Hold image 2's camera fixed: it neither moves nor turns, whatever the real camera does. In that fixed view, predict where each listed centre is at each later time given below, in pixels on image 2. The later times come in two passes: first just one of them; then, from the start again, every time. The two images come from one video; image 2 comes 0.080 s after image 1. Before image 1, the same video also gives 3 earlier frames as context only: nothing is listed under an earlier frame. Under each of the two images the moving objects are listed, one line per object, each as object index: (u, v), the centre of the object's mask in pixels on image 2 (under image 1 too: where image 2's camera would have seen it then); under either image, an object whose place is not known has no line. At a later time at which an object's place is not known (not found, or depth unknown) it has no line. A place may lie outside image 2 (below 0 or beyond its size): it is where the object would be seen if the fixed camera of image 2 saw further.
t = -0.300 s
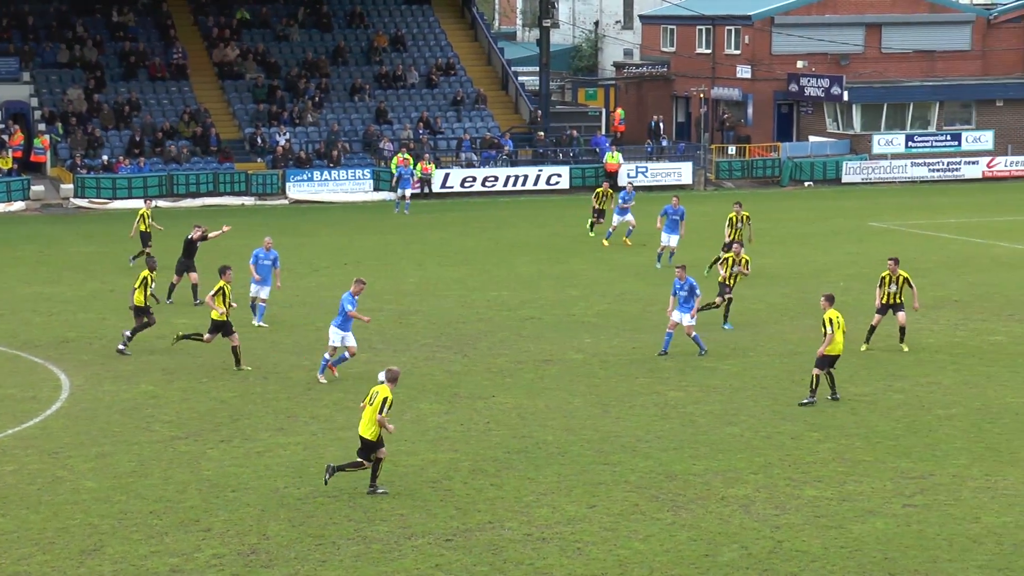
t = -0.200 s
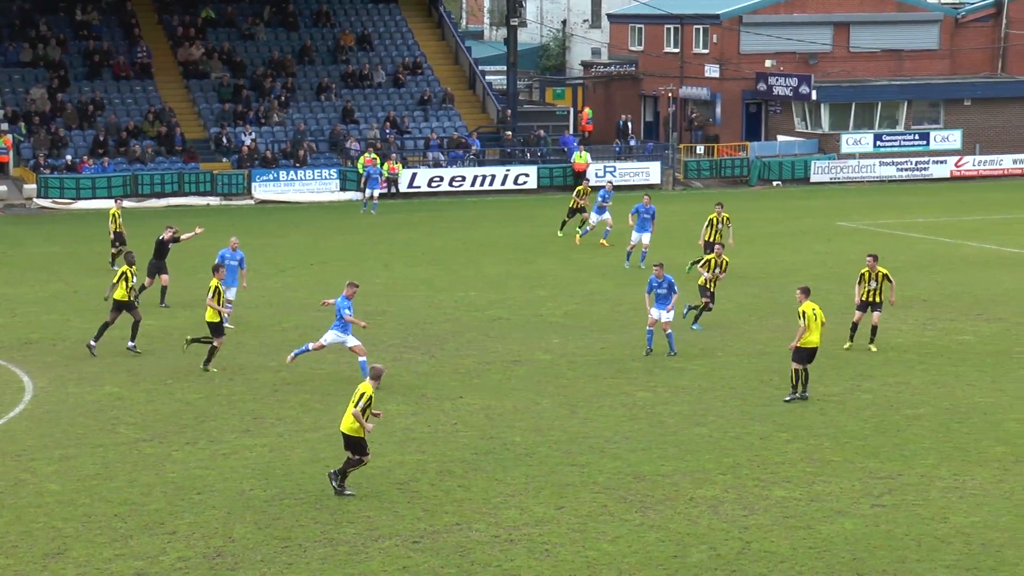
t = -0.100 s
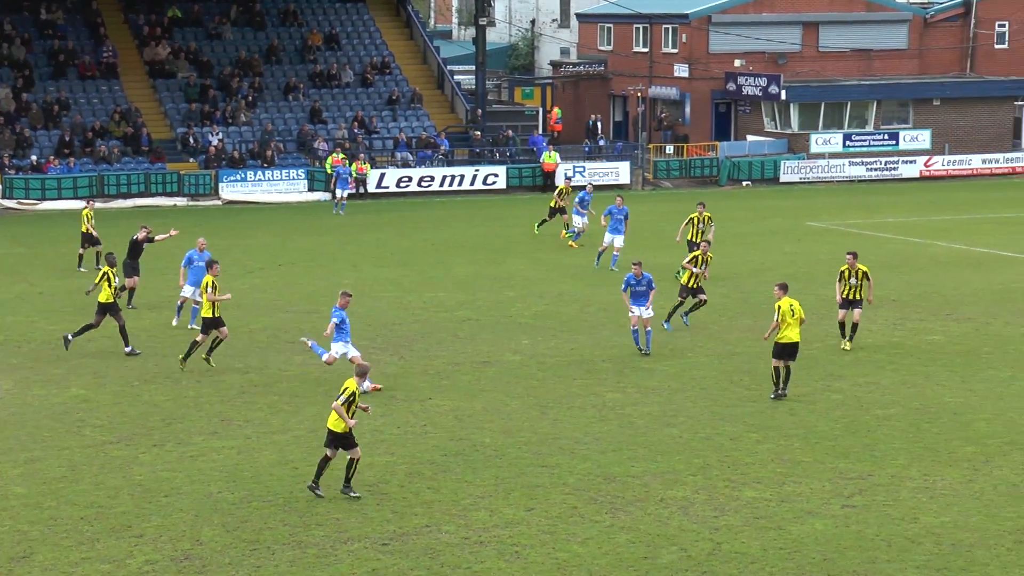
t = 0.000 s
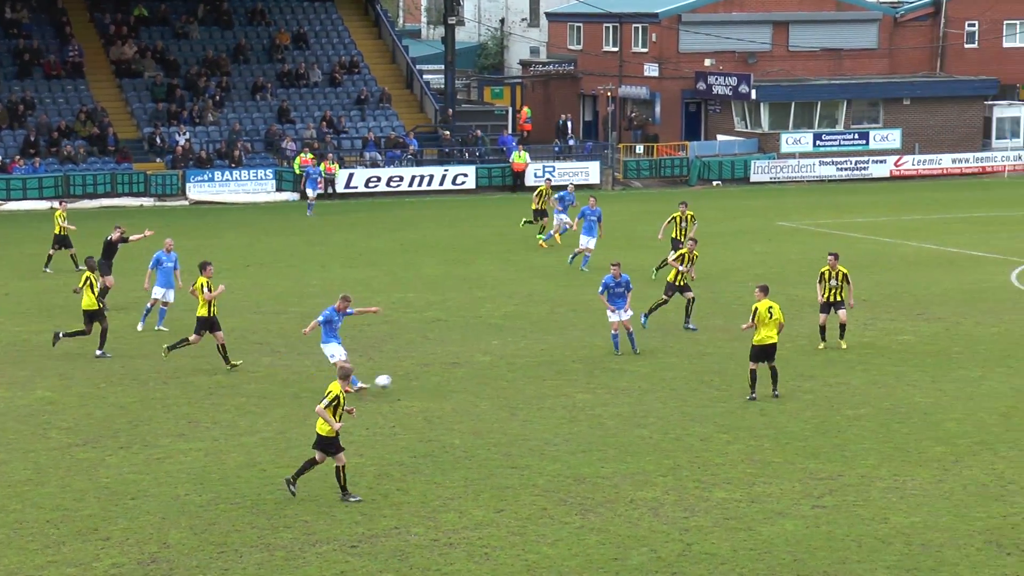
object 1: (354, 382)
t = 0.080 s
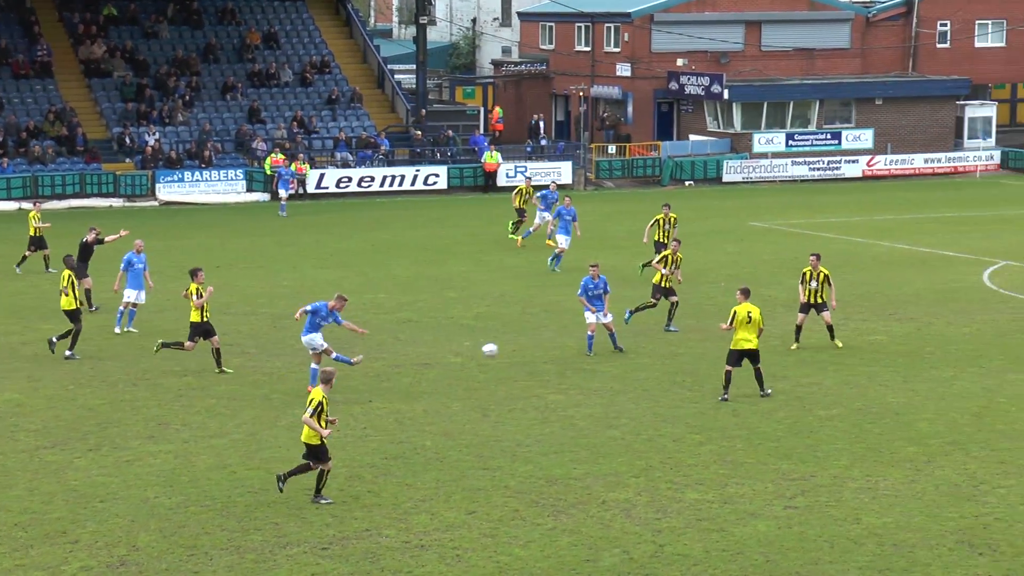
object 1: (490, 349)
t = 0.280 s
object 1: (788, 285)
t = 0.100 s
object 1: (522, 342)
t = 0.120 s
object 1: (554, 335)
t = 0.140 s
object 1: (584, 328)
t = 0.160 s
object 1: (615, 321)
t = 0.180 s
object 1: (645, 314)
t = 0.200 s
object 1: (674, 308)
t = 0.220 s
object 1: (704, 302)
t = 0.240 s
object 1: (732, 296)
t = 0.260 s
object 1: (756, 290)
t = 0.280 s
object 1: (788, 285)
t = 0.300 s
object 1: (816, 280)
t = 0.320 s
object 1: (843, 275)
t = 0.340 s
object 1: (870, 271)
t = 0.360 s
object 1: (897, 266)
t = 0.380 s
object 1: (923, 262)
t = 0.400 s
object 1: (950, 258)
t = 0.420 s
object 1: (976, 254)
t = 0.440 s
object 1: (1002, 249)
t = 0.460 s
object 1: (1027, 245)
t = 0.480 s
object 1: (1052, 240)
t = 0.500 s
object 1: (1077, 236)
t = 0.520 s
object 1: (1102, 232)
